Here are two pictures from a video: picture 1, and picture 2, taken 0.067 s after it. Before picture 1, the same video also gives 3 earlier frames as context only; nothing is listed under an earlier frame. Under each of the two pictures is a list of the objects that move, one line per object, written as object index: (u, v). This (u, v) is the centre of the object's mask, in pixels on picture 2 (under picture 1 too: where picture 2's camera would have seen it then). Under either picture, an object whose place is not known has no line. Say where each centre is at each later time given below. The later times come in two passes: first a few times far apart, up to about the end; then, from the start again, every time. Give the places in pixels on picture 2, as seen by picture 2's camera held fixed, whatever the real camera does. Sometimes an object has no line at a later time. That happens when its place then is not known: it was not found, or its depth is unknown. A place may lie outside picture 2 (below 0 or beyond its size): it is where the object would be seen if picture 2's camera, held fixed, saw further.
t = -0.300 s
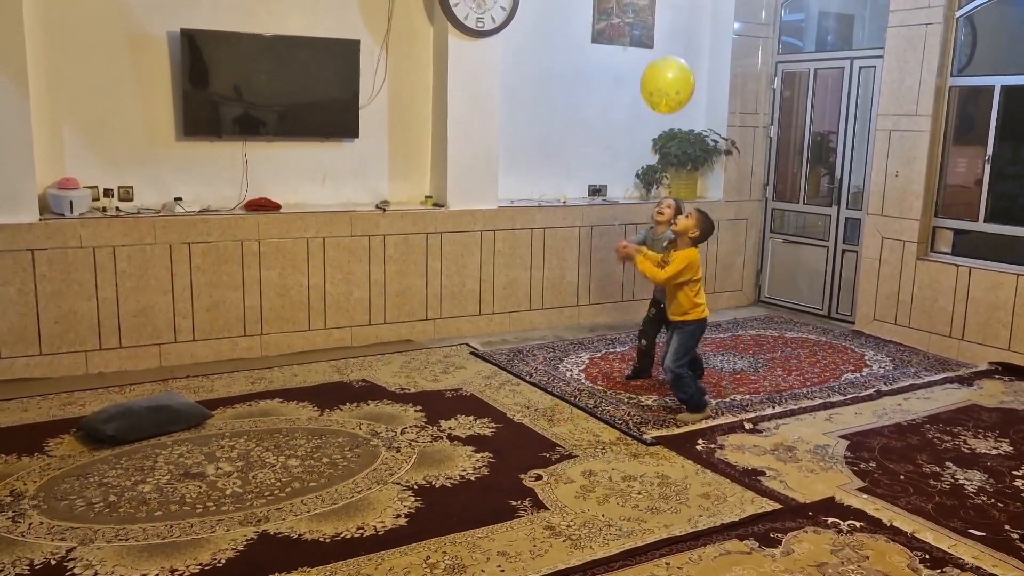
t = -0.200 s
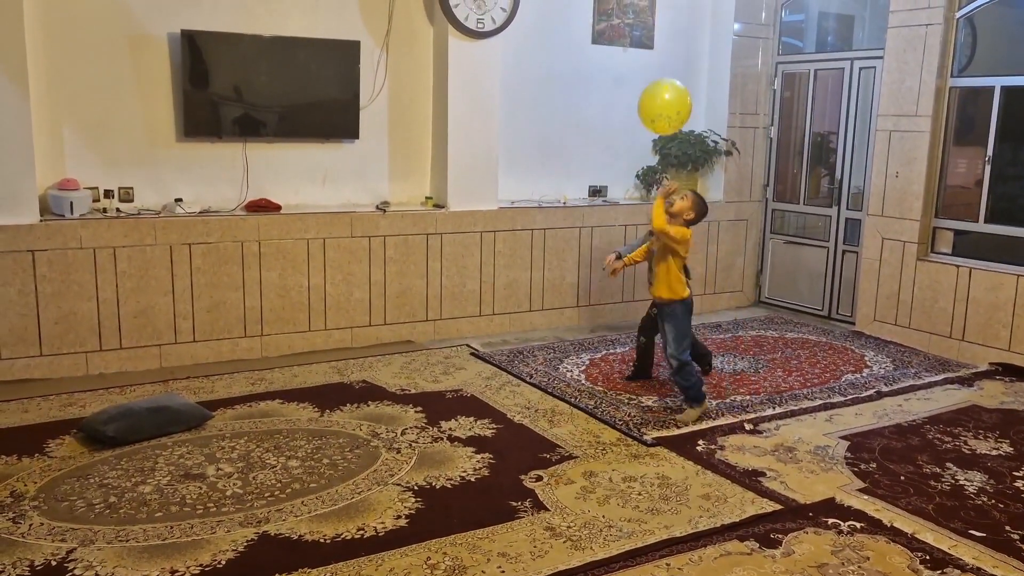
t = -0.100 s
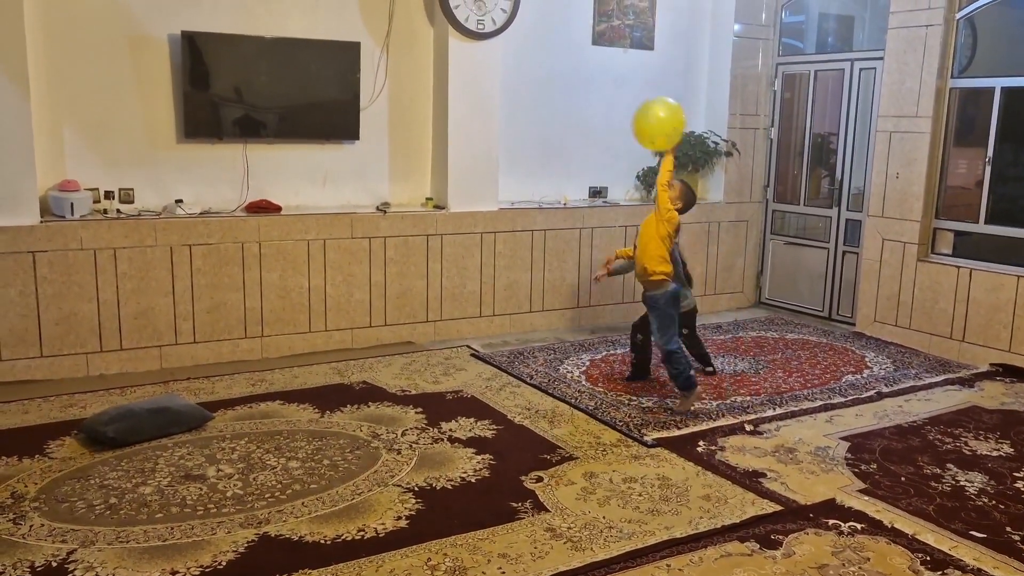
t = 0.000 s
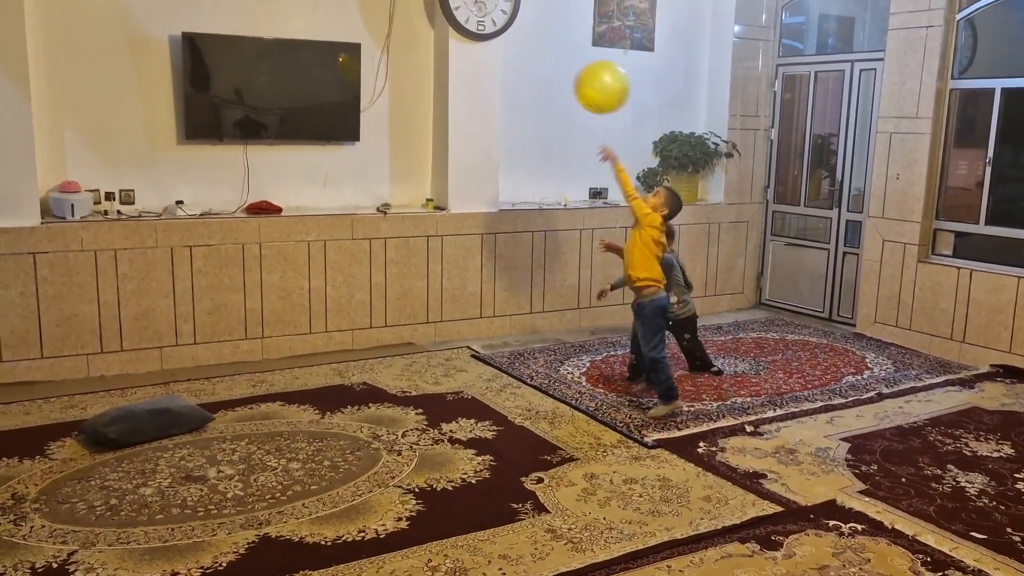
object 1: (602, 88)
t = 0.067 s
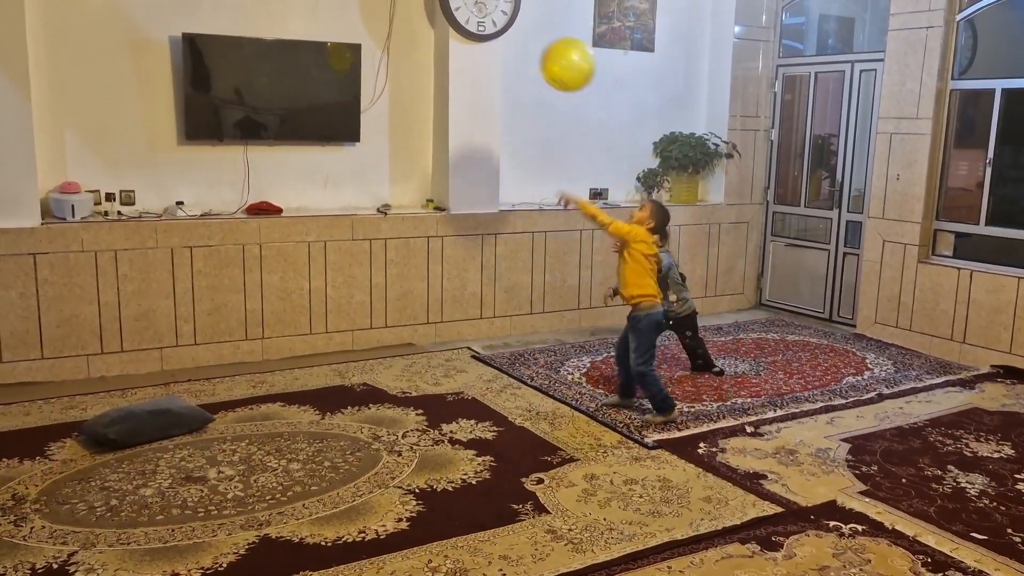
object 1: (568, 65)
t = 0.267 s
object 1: (494, 18)
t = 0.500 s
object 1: (453, 9)
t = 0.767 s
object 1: (430, 11)
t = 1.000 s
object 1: (418, 27)
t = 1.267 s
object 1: (411, 65)
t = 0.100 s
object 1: (552, 54)
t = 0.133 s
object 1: (538, 44)
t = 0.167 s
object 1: (525, 35)
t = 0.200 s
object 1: (513, 26)
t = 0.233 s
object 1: (503, 21)
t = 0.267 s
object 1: (494, 18)
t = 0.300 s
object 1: (482, 14)
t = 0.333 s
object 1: (475, 13)
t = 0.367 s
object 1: (472, 12)
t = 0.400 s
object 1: (466, 11)
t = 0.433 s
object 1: (462, 10)
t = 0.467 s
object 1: (457, 9)
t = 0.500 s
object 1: (453, 9)
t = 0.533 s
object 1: (449, 9)
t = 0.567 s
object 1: (446, 8)
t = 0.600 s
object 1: (443, 8)
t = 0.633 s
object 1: (440, 8)
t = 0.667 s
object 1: (437, 9)
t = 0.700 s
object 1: (435, 9)
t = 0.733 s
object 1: (432, 10)
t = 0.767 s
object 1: (430, 11)
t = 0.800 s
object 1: (428, 12)
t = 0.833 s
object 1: (426, 13)
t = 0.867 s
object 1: (424, 15)
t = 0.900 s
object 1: (422, 16)
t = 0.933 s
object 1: (420, 19)
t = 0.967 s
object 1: (419, 22)
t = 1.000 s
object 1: (418, 27)
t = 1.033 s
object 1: (417, 31)
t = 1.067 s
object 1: (416, 35)
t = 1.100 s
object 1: (415, 40)
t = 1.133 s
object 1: (414, 44)
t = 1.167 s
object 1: (413, 49)
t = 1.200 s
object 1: (413, 54)
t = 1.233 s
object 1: (412, 59)
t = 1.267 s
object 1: (411, 65)
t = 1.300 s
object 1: (411, 73)
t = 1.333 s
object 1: (410, 76)
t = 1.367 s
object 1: (410, 83)
